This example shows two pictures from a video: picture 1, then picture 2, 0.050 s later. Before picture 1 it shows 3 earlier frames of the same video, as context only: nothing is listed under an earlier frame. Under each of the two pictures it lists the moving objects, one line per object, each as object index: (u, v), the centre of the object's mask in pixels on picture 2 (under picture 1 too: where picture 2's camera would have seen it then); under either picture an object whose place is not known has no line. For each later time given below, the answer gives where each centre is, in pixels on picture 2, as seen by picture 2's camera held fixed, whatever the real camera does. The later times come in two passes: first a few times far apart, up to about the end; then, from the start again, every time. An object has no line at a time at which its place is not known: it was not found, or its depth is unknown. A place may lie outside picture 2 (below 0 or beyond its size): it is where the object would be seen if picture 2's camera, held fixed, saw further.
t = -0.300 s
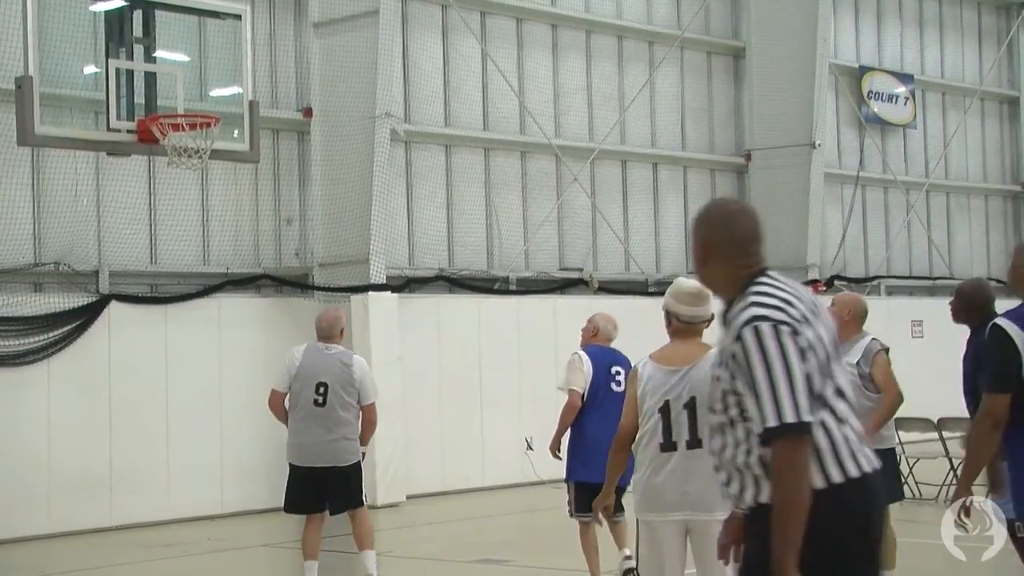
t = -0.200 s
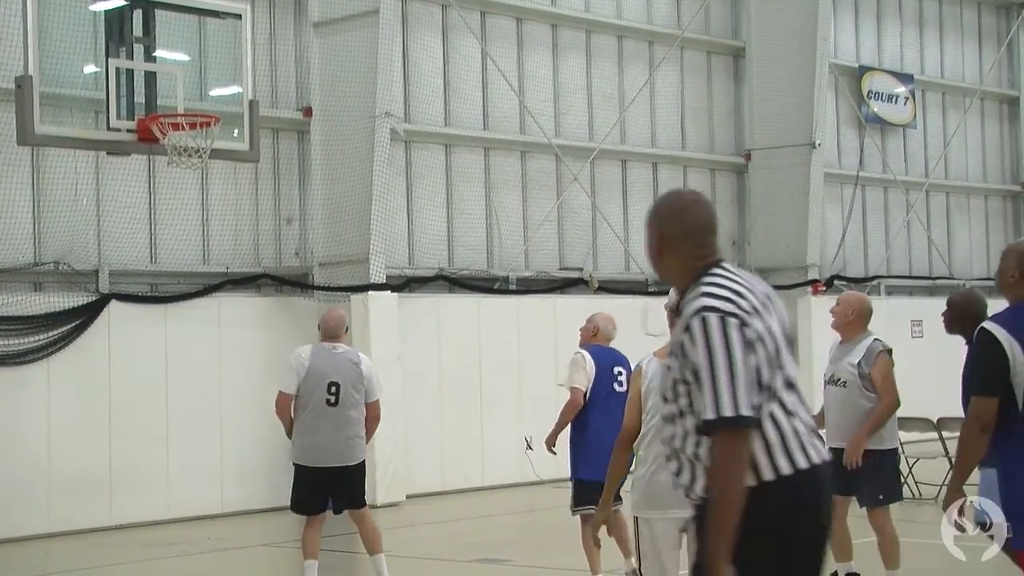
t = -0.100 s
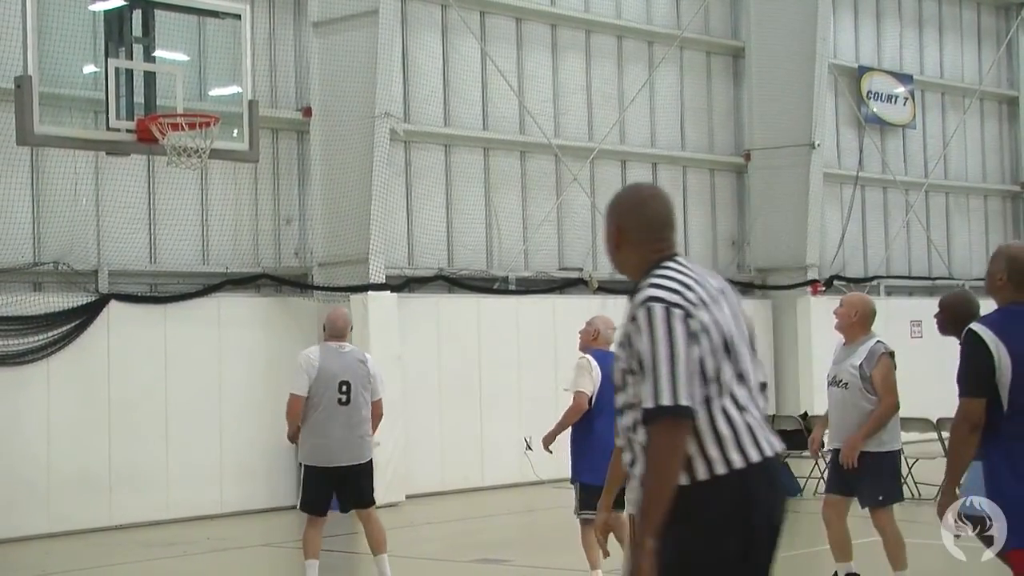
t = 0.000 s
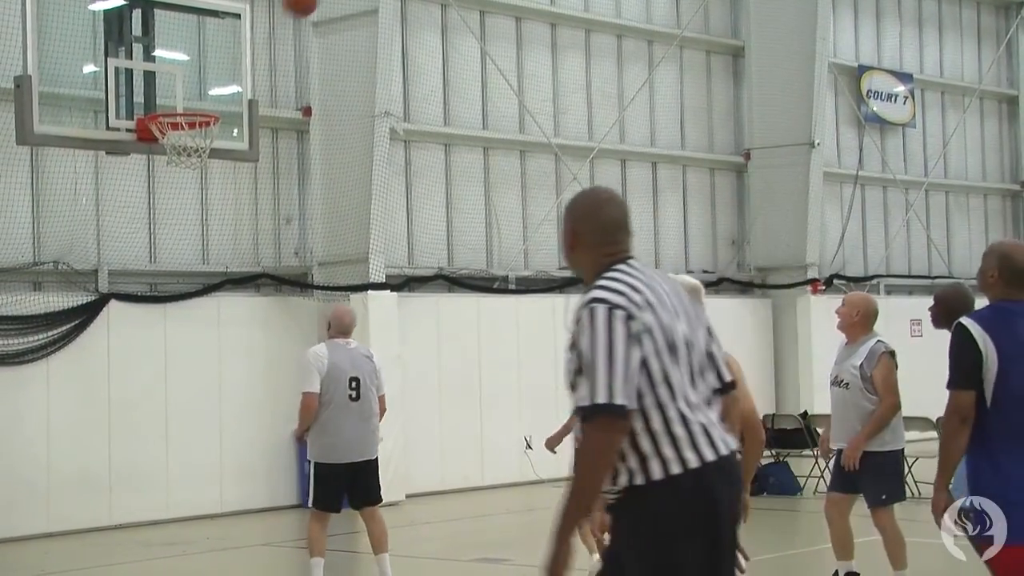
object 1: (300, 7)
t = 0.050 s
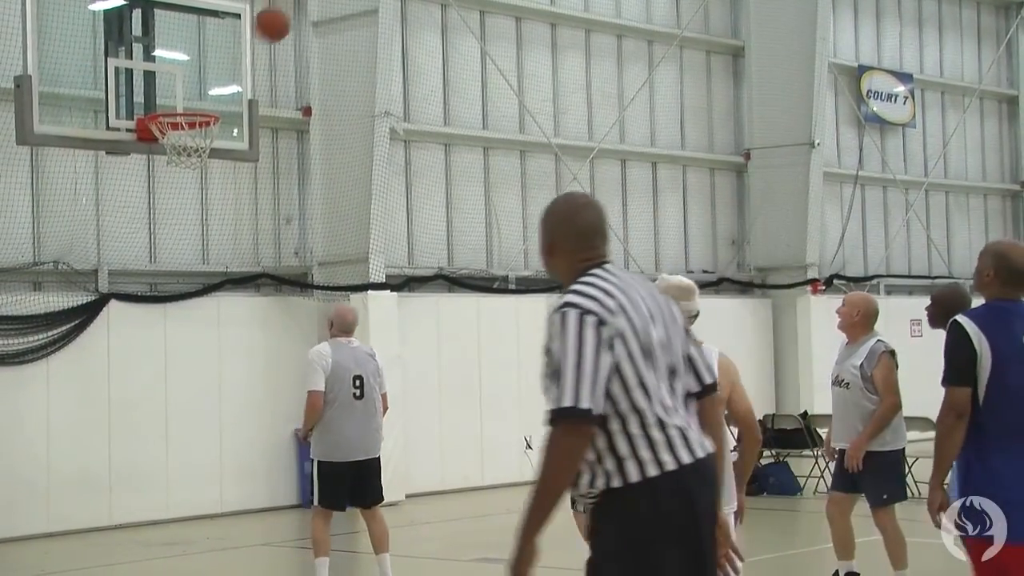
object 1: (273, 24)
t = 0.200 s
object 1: (192, 106)
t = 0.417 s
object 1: (173, 133)
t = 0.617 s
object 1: (190, 156)
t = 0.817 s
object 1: (194, 222)
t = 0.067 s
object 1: (263, 33)
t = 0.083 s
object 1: (254, 43)
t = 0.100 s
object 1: (244, 52)
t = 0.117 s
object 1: (236, 62)
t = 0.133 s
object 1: (226, 72)
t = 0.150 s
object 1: (217, 83)
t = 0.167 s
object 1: (209, 94)
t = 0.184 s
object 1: (200, 103)
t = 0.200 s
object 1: (192, 106)
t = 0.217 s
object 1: (180, 114)
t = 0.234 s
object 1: (175, 124)
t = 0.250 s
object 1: (171, 129)
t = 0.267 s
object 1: (166, 130)
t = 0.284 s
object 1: (165, 134)
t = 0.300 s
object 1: (164, 137)
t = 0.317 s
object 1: (164, 138)
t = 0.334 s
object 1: (164, 138)
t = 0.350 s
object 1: (164, 139)
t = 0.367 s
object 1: (167, 138)
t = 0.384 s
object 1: (169, 135)
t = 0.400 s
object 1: (172, 134)
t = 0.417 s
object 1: (173, 133)
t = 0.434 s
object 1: (175, 132)
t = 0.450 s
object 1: (177, 134)
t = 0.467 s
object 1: (178, 135)
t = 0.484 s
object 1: (179, 135)
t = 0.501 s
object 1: (181, 143)
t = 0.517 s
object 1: (180, 144)
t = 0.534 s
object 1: (180, 147)
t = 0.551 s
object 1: (177, 147)
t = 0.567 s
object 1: (182, 152)
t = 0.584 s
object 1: (188, 150)
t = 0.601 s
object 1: (190, 153)
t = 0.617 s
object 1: (190, 156)
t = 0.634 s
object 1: (190, 160)
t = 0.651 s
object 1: (192, 173)
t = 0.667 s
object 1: (192, 175)
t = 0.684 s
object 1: (193, 177)
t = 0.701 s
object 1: (193, 180)
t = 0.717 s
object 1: (194, 183)
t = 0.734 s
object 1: (194, 189)
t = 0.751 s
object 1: (195, 195)
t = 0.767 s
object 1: (195, 202)
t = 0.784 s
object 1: (195, 209)
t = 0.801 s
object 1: (195, 216)
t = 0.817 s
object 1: (194, 222)
